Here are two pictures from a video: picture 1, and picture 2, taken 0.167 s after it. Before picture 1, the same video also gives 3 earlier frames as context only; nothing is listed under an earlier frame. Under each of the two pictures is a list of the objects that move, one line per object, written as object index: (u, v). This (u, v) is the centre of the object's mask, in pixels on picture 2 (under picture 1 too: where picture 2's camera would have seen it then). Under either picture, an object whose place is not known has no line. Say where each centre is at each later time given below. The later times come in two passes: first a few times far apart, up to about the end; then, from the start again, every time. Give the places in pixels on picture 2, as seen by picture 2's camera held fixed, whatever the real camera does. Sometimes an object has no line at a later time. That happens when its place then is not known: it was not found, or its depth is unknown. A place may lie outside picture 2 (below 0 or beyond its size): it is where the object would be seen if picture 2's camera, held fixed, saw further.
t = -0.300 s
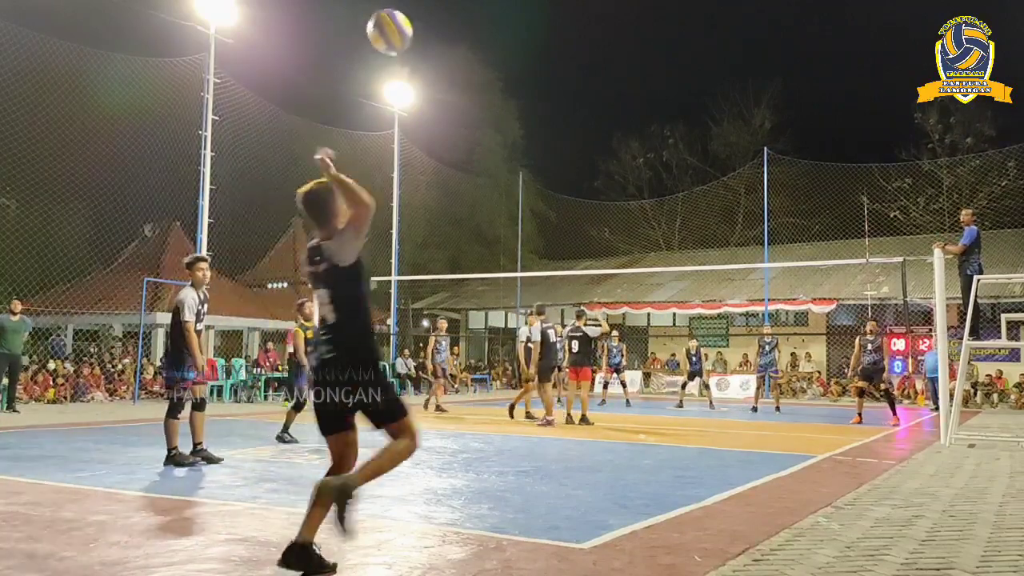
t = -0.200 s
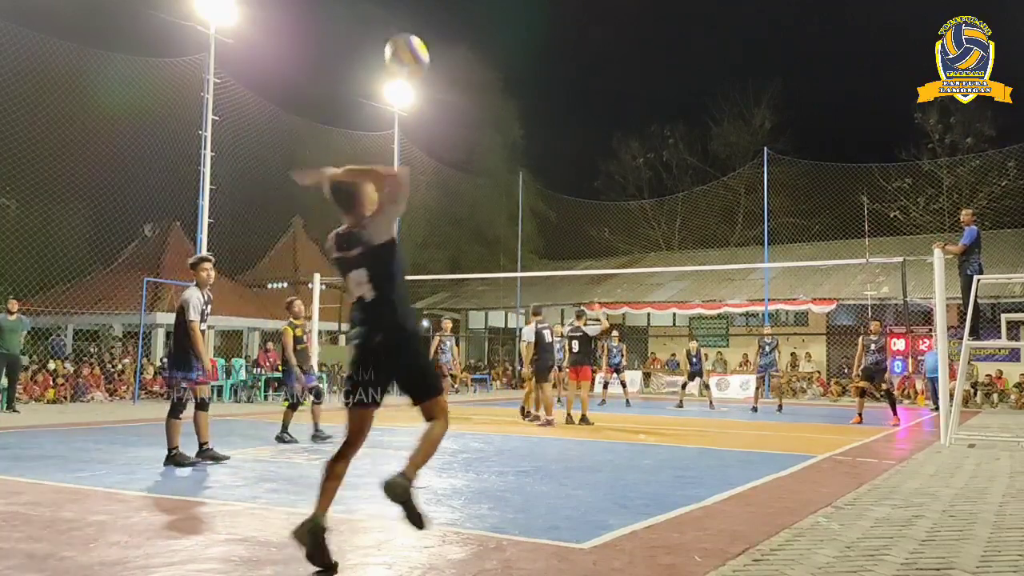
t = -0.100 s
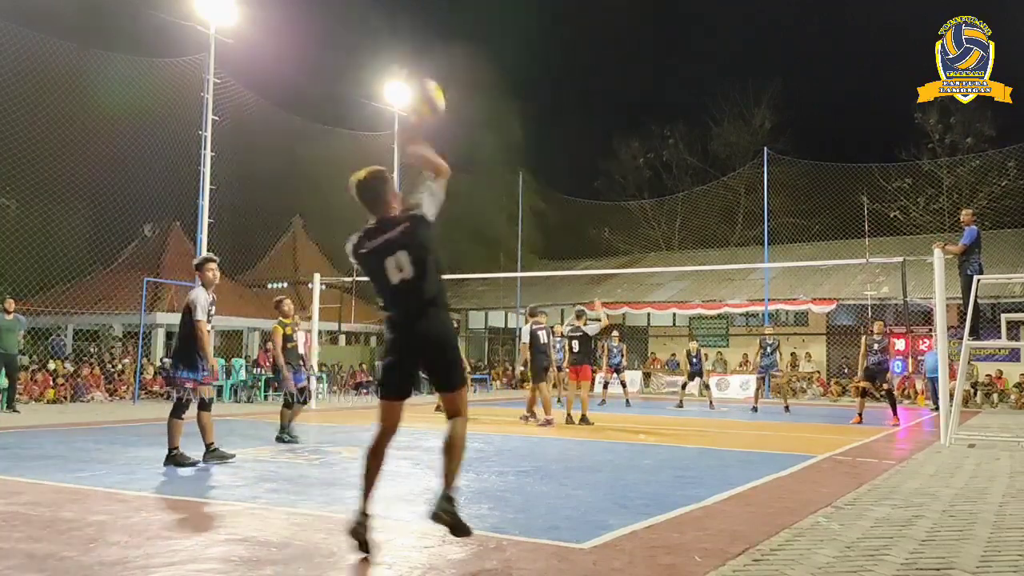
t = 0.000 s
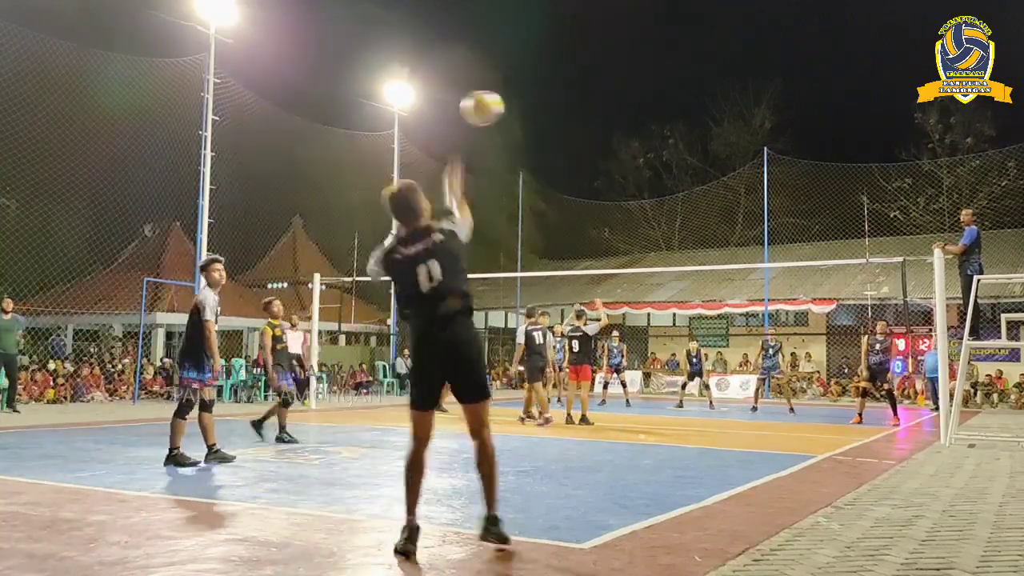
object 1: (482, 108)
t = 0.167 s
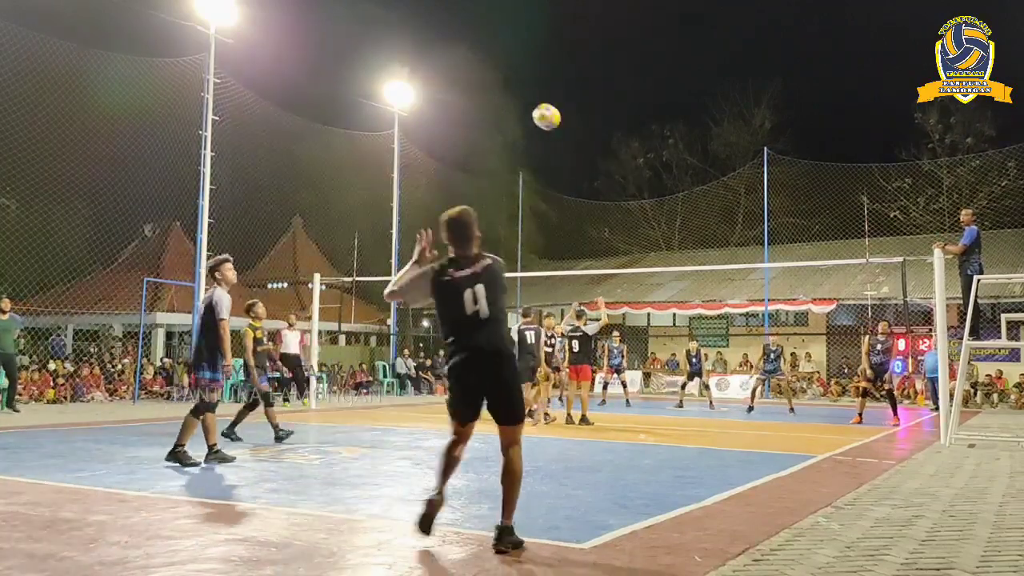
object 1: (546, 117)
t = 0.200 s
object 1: (554, 121)
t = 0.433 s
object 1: (583, 170)
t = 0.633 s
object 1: (595, 228)
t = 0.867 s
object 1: (602, 303)
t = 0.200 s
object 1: (554, 121)
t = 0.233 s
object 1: (560, 126)
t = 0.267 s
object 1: (565, 132)
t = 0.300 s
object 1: (570, 139)
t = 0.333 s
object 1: (574, 146)
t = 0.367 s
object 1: (577, 153)
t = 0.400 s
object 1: (580, 161)
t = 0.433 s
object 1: (583, 170)
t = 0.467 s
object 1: (586, 179)
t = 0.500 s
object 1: (588, 188)
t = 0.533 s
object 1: (590, 198)
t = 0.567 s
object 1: (592, 208)
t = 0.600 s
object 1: (594, 218)
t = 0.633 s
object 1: (595, 228)
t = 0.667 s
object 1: (597, 239)
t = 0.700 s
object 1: (598, 249)
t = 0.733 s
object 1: (600, 260)
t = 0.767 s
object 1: (600, 271)
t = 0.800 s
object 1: (601, 281)
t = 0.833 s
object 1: (602, 292)
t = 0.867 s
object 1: (602, 303)
